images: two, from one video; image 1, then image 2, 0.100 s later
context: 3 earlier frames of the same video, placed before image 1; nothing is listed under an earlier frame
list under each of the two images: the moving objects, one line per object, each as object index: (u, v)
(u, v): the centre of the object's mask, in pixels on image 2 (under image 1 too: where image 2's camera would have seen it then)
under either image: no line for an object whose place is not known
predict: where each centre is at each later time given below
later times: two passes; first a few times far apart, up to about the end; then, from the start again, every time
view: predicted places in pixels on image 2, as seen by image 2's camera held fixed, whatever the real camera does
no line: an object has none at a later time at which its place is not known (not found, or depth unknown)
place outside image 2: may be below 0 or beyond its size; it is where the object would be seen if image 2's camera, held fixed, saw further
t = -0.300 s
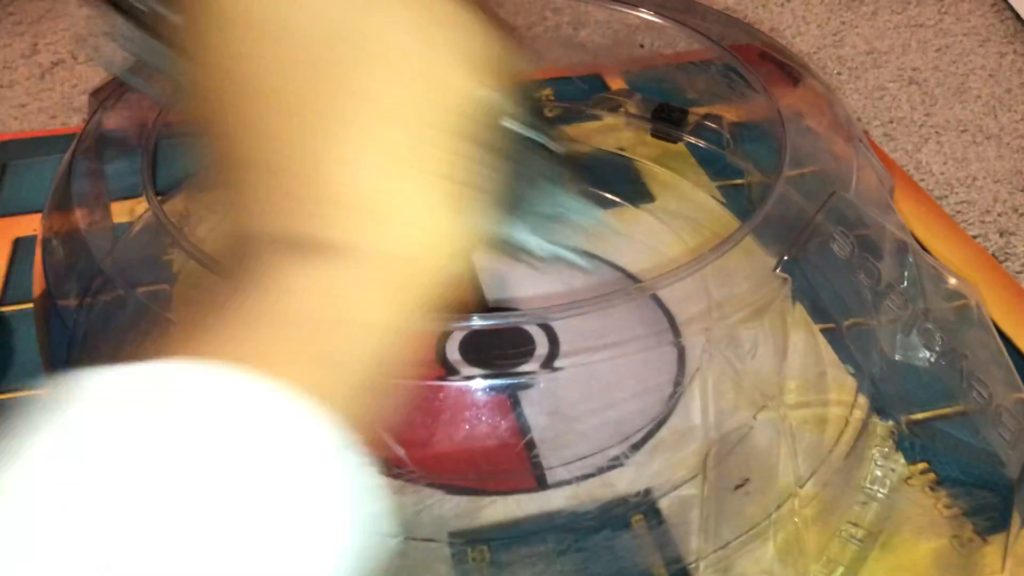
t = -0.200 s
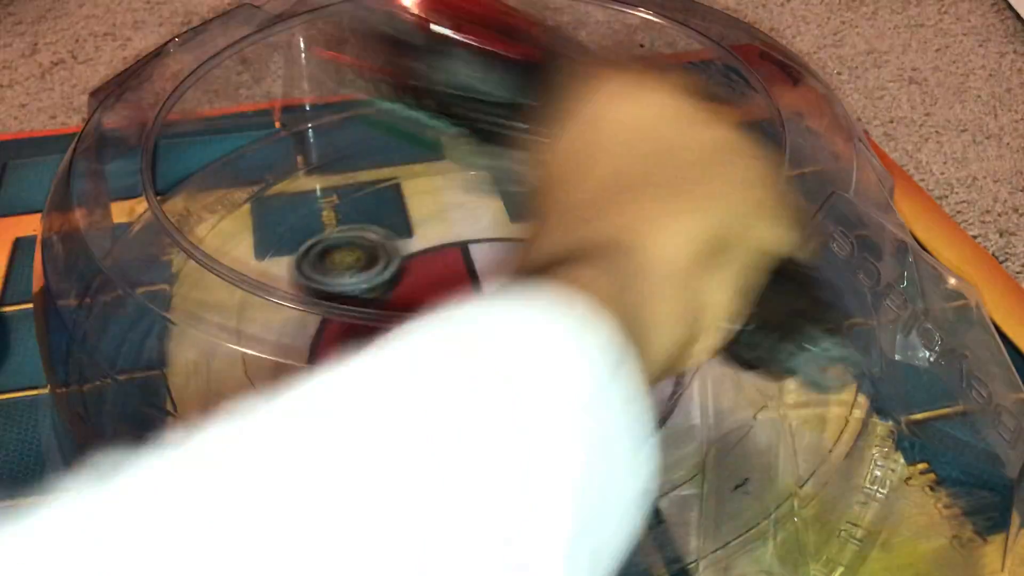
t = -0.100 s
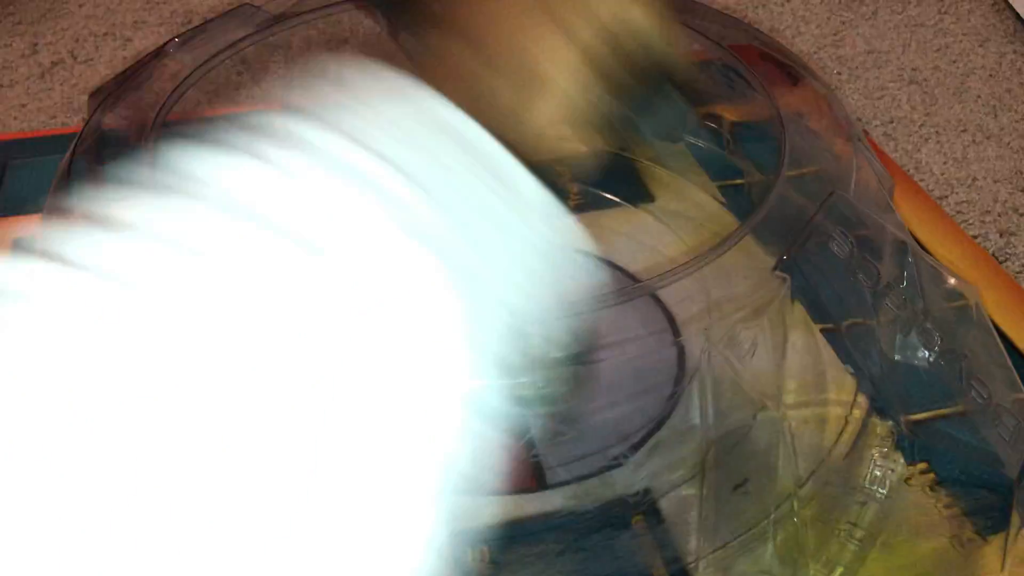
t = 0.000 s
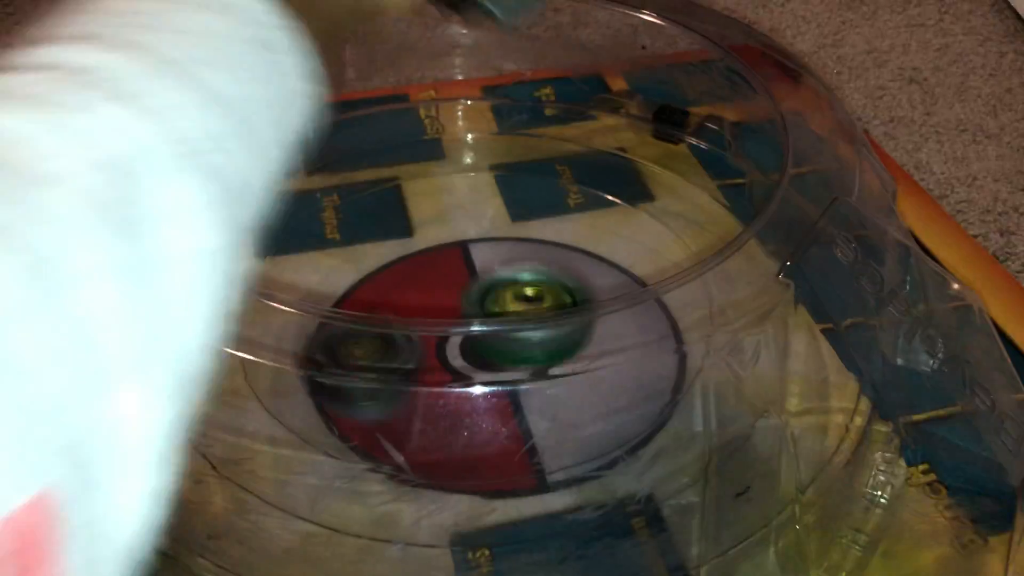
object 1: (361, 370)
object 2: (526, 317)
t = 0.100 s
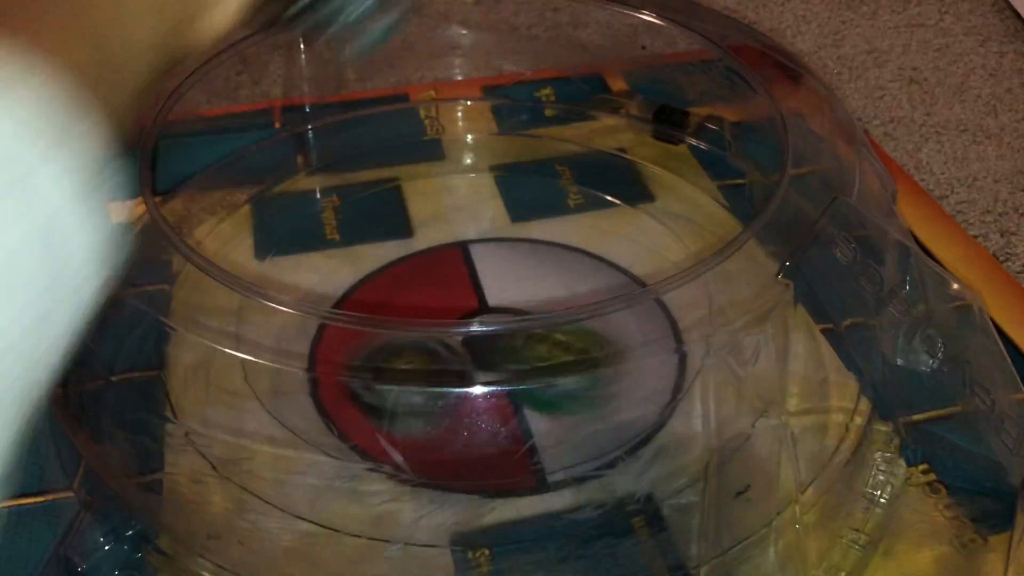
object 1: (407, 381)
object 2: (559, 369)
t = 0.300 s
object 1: (351, 285)
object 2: (779, 283)
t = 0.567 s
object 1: (471, 257)
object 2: (671, 180)
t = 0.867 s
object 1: (498, 285)
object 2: (355, 212)
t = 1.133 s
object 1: (435, 273)
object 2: (242, 396)
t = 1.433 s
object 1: (455, 285)
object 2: (340, 466)
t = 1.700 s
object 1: (469, 253)
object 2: (483, 433)
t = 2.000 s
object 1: (459, 316)
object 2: (560, 188)
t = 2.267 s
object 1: (570, 276)
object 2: (372, 117)
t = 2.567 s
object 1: (444, 249)
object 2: (244, 190)
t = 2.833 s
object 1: (461, 373)
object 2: (185, 268)
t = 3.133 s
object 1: (634, 280)
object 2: (208, 366)
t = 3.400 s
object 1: (463, 227)
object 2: (335, 434)
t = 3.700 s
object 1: (350, 369)
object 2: (607, 392)
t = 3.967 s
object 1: (565, 371)
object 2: (603, 160)
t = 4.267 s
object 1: (490, 219)
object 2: (398, 122)
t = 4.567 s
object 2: (234, 186)
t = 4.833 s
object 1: (442, 381)
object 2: (164, 285)
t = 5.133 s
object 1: (567, 228)
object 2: (209, 407)
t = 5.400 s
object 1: (392, 194)
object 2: (313, 458)
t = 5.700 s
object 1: (405, 337)
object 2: (485, 480)
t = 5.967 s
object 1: (607, 279)
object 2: (613, 432)
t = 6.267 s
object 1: (456, 212)
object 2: (662, 320)
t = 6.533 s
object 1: (393, 337)
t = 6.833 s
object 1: (598, 306)
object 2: (232, 286)
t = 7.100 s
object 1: (458, 241)
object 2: (245, 396)
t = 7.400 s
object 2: (325, 423)
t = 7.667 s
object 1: (543, 295)
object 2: (405, 448)
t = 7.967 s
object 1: (417, 258)
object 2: (499, 429)
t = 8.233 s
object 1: (439, 320)
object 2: (580, 268)
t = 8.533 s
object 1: (524, 284)
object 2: (343, 207)
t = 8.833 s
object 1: (461, 265)
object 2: (316, 353)
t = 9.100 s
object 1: (444, 320)
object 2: (584, 323)
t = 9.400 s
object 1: (529, 307)
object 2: (528, 173)
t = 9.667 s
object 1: (469, 271)
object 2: (362, 218)
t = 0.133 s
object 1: (380, 371)
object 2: (622, 376)
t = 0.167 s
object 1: (363, 352)
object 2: (663, 346)
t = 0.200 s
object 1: (349, 331)
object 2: (705, 329)
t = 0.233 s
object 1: (343, 321)
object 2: (738, 317)
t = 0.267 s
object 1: (344, 308)
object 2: (758, 296)
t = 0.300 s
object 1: (351, 285)
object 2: (779, 283)
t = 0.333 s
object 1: (357, 279)
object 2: (786, 265)
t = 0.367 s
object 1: (368, 274)
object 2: (786, 249)
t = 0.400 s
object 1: (382, 268)
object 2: (764, 230)
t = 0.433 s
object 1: (398, 264)
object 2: (745, 221)
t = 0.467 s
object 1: (416, 260)
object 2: (721, 203)
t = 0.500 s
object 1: (435, 259)
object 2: (710, 197)
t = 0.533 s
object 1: (455, 257)
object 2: (693, 189)
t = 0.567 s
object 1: (471, 257)
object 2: (671, 180)
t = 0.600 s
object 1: (484, 261)
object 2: (654, 173)
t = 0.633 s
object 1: (495, 264)
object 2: (628, 167)
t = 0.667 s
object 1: (504, 268)
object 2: (607, 166)
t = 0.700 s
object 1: (509, 271)
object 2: (579, 167)
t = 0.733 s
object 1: (511, 275)
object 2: (542, 168)
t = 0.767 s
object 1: (511, 277)
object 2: (503, 173)
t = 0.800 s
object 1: (510, 279)
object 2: (453, 181)
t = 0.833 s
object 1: (505, 283)
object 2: (402, 196)
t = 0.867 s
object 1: (498, 285)
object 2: (355, 212)
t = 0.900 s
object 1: (492, 286)
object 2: (315, 229)
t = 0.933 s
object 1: (483, 287)
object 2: (282, 249)
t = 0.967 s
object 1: (475, 288)
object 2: (256, 275)
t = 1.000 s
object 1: (467, 286)
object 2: (238, 301)
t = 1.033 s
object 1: (458, 284)
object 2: (232, 335)
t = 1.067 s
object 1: (451, 282)
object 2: (234, 356)
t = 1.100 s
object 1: (444, 277)
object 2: (236, 377)
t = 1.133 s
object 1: (435, 273)
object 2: (242, 396)
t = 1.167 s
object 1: (427, 272)
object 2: (246, 415)
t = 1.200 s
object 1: (423, 273)
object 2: (254, 428)
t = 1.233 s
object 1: (422, 275)
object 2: (261, 439)
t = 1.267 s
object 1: (424, 278)
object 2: (272, 450)
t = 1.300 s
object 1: (429, 281)
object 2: (284, 458)
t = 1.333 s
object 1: (434, 283)
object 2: (296, 462)
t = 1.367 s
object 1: (441, 284)
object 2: (311, 465)
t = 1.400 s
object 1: (448, 284)
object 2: (325, 466)
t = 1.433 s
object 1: (455, 285)
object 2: (340, 466)
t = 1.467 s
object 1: (462, 284)
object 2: (356, 465)
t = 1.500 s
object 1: (469, 283)
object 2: (372, 461)
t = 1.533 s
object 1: (476, 280)
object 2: (389, 457)
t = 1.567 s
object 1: (481, 275)
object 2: (406, 454)
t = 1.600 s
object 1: (483, 269)
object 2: (425, 449)
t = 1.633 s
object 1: (482, 264)
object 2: (441, 445)
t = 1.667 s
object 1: (477, 259)
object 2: (461, 440)
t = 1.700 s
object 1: (469, 253)
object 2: (483, 433)
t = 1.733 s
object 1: (459, 252)
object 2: (507, 414)
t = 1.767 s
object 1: (450, 252)
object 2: (533, 395)
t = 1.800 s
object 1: (439, 255)
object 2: (558, 375)
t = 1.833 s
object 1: (429, 263)
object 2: (583, 357)
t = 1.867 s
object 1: (425, 270)
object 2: (595, 311)
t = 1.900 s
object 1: (425, 279)
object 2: (594, 272)
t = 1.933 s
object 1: (432, 287)
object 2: (593, 248)
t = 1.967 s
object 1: (442, 305)
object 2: (579, 215)
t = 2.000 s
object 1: (459, 316)
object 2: (560, 188)
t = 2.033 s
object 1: (478, 324)
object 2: (538, 169)
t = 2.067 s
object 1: (504, 332)
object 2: (512, 149)
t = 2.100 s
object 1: (522, 324)
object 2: (484, 135)
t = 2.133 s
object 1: (540, 320)
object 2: (455, 129)
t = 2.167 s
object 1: (555, 313)
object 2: (429, 124)
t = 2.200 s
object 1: (565, 304)
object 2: (407, 121)
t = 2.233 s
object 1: (570, 292)
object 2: (389, 116)
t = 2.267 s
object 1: (570, 276)
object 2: (372, 117)
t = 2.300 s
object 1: (570, 270)
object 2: (354, 130)
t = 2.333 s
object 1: (566, 263)
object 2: (339, 136)
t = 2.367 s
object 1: (557, 252)
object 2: (323, 143)
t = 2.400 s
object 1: (544, 243)
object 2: (310, 150)
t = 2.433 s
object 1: (527, 235)
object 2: (296, 157)
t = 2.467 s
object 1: (509, 232)
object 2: (283, 165)
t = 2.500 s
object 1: (488, 232)
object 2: (270, 174)
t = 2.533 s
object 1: (466, 239)
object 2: (258, 181)
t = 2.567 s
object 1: (444, 249)
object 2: (244, 190)
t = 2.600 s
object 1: (427, 261)
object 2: (233, 198)
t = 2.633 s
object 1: (412, 272)
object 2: (224, 206)
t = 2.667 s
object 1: (404, 284)
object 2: (219, 212)
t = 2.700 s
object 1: (401, 307)
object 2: (216, 219)
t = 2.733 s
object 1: (405, 320)
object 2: (215, 225)
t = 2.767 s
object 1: (416, 339)
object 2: (199, 245)
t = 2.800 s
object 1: (435, 369)
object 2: (190, 256)
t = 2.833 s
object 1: (461, 373)
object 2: (185, 268)
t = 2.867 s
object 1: (487, 375)
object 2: (189, 279)
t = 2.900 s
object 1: (512, 373)
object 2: (183, 291)
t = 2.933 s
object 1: (540, 368)
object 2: (178, 306)
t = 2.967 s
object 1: (567, 360)
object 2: (181, 317)
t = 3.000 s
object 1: (596, 350)
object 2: (183, 325)
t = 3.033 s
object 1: (613, 328)
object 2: (188, 334)
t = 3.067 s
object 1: (625, 312)
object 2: (196, 345)
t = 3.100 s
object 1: (634, 296)
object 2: (202, 356)
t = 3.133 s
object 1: (634, 280)
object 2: (208, 366)
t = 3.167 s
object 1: (625, 261)
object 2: (219, 375)
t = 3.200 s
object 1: (617, 253)
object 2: (233, 387)
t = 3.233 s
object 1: (601, 243)
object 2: (245, 397)
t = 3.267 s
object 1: (580, 228)
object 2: (259, 407)
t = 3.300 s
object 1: (556, 222)
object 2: (274, 417)
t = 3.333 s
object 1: (527, 220)
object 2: (292, 425)
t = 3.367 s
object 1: (497, 220)
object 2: (311, 428)
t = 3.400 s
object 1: (463, 227)
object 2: (335, 434)
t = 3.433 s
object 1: (431, 235)
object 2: (361, 438)
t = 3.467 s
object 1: (402, 245)
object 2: (385, 441)
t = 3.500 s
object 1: (378, 257)
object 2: (413, 443)
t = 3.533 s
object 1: (357, 268)
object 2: (440, 443)
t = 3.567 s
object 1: (345, 280)
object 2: (469, 443)
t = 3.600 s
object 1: (335, 309)
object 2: (503, 440)
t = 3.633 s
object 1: (333, 325)
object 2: (536, 432)
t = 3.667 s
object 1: (338, 348)
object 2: (574, 413)
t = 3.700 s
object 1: (350, 369)
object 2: (607, 392)
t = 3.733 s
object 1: (366, 381)
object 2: (633, 366)
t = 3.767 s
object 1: (393, 390)
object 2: (654, 343)
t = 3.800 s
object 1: (422, 399)
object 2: (663, 303)
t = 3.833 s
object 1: (456, 402)
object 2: (664, 272)
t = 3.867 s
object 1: (485, 400)
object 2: (660, 236)
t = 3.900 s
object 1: (513, 391)
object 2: (646, 205)
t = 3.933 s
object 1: (541, 381)
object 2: (627, 178)
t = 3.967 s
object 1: (565, 371)
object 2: (603, 160)
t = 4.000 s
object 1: (586, 356)
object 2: (575, 141)
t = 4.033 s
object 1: (602, 337)
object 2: (549, 126)
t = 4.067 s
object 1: (602, 312)
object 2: (528, 116)
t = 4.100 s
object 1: (595, 287)
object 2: (507, 109)
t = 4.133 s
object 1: (583, 269)
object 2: (486, 105)
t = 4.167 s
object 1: (568, 254)
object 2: (461, 111)
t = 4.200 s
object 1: (545, 238)
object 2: (436, 116)
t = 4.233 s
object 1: (520, 225)
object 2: (415, 119)
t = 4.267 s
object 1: (490, 219)
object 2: (398, 122)
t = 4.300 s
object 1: (460, 215)
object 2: (377, 125)
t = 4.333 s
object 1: (429, 214)
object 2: (357, 128)
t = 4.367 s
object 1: (399, 213)
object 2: (337, 132)
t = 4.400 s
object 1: (371, 216)
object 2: (320, 139)
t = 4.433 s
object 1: (347, 220)
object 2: (301, 146)
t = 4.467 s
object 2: (280, 156)
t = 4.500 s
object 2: (264, 165)
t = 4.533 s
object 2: (250, 175)
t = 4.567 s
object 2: (234, 186)
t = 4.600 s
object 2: (221, 198)
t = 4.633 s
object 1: (281, 318)
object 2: (214, 207)
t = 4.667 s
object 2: (209, 215)
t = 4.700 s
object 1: (310, 356)
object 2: (208, 221)
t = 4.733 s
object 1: (337, 368)
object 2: (184, 242)
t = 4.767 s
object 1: (365, 378)
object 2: (176, 257)
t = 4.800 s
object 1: (401, 381)
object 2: (174, 268)
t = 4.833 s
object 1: (442, 381)
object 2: (164, 285)
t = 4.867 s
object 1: (478, 378)
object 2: (163, 296)
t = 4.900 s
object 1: (507, 368)
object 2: (160, 313)
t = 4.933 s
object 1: (537, 358)
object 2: (162, 325)
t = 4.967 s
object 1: (560, 331)
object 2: (161, 339)
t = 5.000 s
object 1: (578, 312)
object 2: (176, 354)
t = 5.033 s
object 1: (584, 288)
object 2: (182, 367)
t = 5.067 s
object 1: (582, 266)
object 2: (190, 383)
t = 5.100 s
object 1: (578, 247)
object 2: (197, 396)
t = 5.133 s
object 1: (567, 228)
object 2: (209, 407)
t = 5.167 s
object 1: (549, 213)
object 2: (219, 415)
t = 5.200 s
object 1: (529, 202)
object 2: (230, 422)
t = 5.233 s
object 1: (508, 195)
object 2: (242, 429)
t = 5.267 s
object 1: (483, 187)
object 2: (256, 436)
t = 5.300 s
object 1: (459, 184)
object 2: (268, 442)
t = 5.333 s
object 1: (435, 185)
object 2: (282, 448)
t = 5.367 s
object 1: (412, 188)
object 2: (297, 452)
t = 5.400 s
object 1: (392, 194)
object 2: (313, 458)
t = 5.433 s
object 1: (372, 204)
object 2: (328, 462)
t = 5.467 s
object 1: (358, 216)
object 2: (345, 466)
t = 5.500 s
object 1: (347, 230)
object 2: (364, 470)
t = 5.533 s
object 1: (340, 250)
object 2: (382, 473)
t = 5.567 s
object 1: (338, 265)
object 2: (400, 475)
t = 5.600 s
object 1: (347, 278)
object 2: (421, 479)
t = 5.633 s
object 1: (358, 310)
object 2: (441, 480)
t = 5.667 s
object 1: (379, 316)
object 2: (462, 480)
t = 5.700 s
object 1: (405, 337)
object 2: (485, 480)
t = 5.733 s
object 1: (438, 348)
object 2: (505, 479)
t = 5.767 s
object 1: (473, 358)
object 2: (524, 474)
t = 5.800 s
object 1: (502, 360)
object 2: (544, 468)
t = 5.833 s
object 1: (535, 358)
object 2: (560, 461)
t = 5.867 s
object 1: (565, 334)
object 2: (574, 454)
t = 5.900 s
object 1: (589, 318)
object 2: (587, 446)
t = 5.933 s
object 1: (600, 298)
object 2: (601, 439)
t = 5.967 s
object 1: (607, 279)
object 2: (613, 432)
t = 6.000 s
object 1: (607, 261)
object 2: (628, 423)
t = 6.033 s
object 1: (603, 245)
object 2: (640, 416)
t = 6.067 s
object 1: (591, 231)
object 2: (648, 408)
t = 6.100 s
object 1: (575, 220)
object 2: (659, 393)
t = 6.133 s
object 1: (556, 210)
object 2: (665, 383)
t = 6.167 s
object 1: (534, 205)
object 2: (669, 370)
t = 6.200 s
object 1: (511, 203)
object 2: (670, 356)
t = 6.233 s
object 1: (483, 204)
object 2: (667, 342)
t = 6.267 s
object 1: (456, 212)
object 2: (662, 320)
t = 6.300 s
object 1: (430, 222)
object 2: (650, 298)
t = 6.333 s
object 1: (408, 236)
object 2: (636, 273)
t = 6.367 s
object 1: (390, 251)
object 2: (620, 252)
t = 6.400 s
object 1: (378, 264)
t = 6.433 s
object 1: (371, 278)
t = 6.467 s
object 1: (374, 305)
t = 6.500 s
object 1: (380, 317)
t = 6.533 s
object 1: (393, 337)
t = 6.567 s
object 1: (415, 367)
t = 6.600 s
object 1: (444, 372)
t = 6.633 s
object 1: (473, 374)
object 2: (369, 179)
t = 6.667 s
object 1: (499, 369)
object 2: (337, 186)
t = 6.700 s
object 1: (526, 365)
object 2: (305, 197)
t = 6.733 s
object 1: (553, 359)
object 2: (280, 215)
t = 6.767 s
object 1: (577, 350)
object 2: (258, 235)
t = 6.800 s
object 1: (592, 321)
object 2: (251, 249)
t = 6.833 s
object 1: (598, 306)
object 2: (232, 286)
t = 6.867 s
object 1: (597, 290)
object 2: (227, 310)
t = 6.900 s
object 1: (589, 272)
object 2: (225, 334)
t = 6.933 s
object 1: (577, 261)
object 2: (229, 348)
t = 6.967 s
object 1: (559, 249)
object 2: (231, 359)
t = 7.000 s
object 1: (536, 241)
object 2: (233, 370)
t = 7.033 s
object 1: (513, 236)
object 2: (235, 379)
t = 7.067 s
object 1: (485, 236)
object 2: (240, 387)
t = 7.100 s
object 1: (458, 241)
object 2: (245, 396)
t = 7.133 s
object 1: (431, 247)
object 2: (252, 403)
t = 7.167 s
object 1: (408, 256)
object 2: (260, 408)
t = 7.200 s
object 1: (389, 266)
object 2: (266, 415)
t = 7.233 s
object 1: (374, 274)
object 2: (274, 418)
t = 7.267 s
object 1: (367, 285)
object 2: (283, 419)
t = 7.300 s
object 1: (362, 311)
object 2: (293, 422)
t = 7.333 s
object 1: (366, 323)
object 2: (304, 422)
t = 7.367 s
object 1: (377, 337)
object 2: (315, 423)
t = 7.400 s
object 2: (325, 423)
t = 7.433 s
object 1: (426, 357)
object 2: (331, 428)
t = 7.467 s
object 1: (453, 357)
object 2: (340, 434)
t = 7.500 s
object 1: (477, 357)
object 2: (349, 438)
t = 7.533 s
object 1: (496, 355)
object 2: (361, 441)
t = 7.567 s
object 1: (516, 337)
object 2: (372, 443)
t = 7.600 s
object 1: (532, 327)
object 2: (383, 446)
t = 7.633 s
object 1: (539, 316)
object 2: (394, 448)
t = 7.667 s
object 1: (543, 295)
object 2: (405, 448)
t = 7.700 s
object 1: (540, 278)
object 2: (416, 449)
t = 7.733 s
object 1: (531, 269)
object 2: (426, 449)
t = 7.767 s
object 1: (520, 256)
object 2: (435, 448)
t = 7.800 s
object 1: (502, 251)
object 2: (444, 447)
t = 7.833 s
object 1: (485, 245)
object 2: (453, 445)
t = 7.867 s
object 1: (465, 245)
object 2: (460, 444)
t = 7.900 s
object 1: (446, 247)
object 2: (470, 442)
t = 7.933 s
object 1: (430, 251)
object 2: (482, 438)
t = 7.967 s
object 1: (417, 258)
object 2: (499, 429)
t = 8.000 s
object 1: (408, 265)
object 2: (517, 414)
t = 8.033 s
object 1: (402, 269)
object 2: (536, 399)
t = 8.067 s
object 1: (400, 277)
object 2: (557, 380)
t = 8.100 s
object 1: (403, 284)
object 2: (574, 365)
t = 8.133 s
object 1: (408, 290)
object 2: (588, 344)
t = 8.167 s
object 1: (415, 310)
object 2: (594, 314)
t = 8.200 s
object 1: (427, 317)
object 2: (590, 294)
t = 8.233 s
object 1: (439, 320)
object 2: (580, 268)
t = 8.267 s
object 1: (456, 320)
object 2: (564, 249)
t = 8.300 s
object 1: (468, 321)
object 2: (543, 230)
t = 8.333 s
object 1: (483, 321)
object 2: (514, 215)
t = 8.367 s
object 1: (495, 319)
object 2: (485, 206)
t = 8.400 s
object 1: (506, 313)
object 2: (453, 198)
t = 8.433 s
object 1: (513, 304)
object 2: (423, 197)
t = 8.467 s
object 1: (517, 293)
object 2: (394, 197)
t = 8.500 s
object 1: (521, 289)
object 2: (368, 201)
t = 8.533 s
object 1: (524, 284)
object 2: (343, 207)
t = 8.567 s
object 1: (524, 279)
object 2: (324, 215)
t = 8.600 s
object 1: (522, 275)
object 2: (304, 226)
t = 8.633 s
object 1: (518, 271)
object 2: (291, 240)
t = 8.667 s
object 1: (512, 267)
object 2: (285, 252)
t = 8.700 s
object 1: (505, 261)
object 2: (284, 262)
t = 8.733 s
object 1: (495, 261)
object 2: (278, 290)
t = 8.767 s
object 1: (484, 260)
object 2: (284, 310)
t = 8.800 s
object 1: (472, 261)
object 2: (298, 326)
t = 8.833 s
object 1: (461, 265)
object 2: (316, 353)
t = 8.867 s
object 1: (451, 270)
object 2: (344, 363)
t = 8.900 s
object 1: (442, 274)
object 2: (374, 372)
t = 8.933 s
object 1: (434, 278)
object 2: (412, 377)
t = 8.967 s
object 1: (431, 284)
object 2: (452, 378)
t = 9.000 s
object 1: (430, 290)
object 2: (489, 373)
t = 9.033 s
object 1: (431, 303)
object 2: (521, 367)
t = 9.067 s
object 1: (437, 314)
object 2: (558, 357)
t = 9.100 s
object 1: (444, 320)
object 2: (584, 323)
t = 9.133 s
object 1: (450, 319)
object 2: (600, 303)
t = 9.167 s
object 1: (460, 320)
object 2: (608, 278)
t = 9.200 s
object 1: (471, 321)
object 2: (609, 255)
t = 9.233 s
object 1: (480, 321)
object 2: (605, 235)
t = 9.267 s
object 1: (494, 320)
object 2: (597, 216)
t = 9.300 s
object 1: (507, 329)
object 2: (582, 201)
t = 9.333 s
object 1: (515, 329)
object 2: (566, 188)
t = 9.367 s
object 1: (522, 317)
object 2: (547, 178)
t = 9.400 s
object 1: (529, 307)
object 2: (528, 173)
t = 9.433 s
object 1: (529, 288)
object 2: (507, 170)
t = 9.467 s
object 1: (528, 284)
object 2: (482, 168)
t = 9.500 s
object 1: (524, 279)
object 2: (460, 169)
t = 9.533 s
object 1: (516, 275)
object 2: (438, 173)
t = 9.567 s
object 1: (506, 271)
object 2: (416, 181)
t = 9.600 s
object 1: (495, 271)
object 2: (393, 193)
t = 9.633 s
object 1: (482, 270)
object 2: (376, 204)
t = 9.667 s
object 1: (469, 271)
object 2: (362, 218)
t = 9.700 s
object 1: (456, 272)
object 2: (348, 238)
